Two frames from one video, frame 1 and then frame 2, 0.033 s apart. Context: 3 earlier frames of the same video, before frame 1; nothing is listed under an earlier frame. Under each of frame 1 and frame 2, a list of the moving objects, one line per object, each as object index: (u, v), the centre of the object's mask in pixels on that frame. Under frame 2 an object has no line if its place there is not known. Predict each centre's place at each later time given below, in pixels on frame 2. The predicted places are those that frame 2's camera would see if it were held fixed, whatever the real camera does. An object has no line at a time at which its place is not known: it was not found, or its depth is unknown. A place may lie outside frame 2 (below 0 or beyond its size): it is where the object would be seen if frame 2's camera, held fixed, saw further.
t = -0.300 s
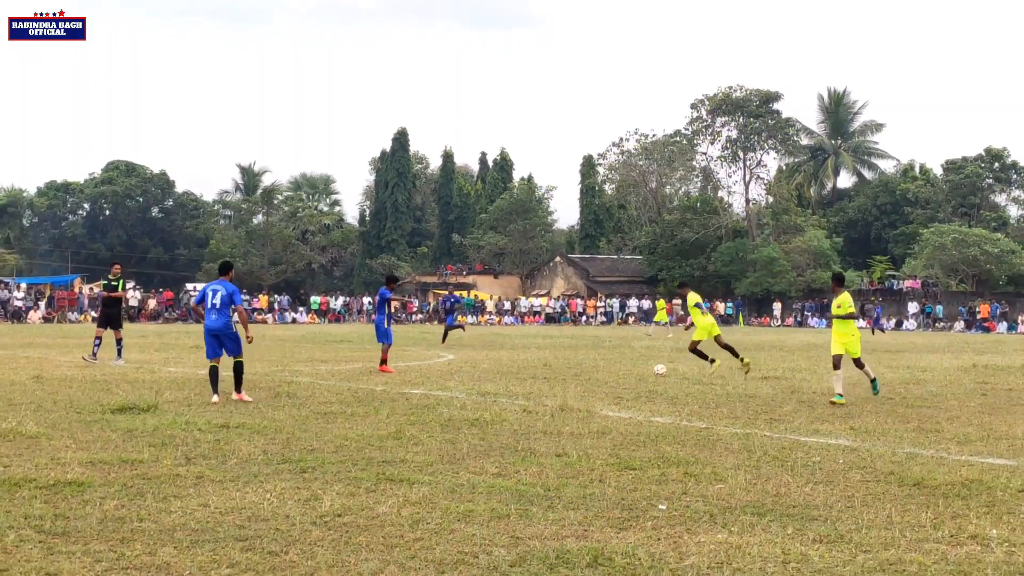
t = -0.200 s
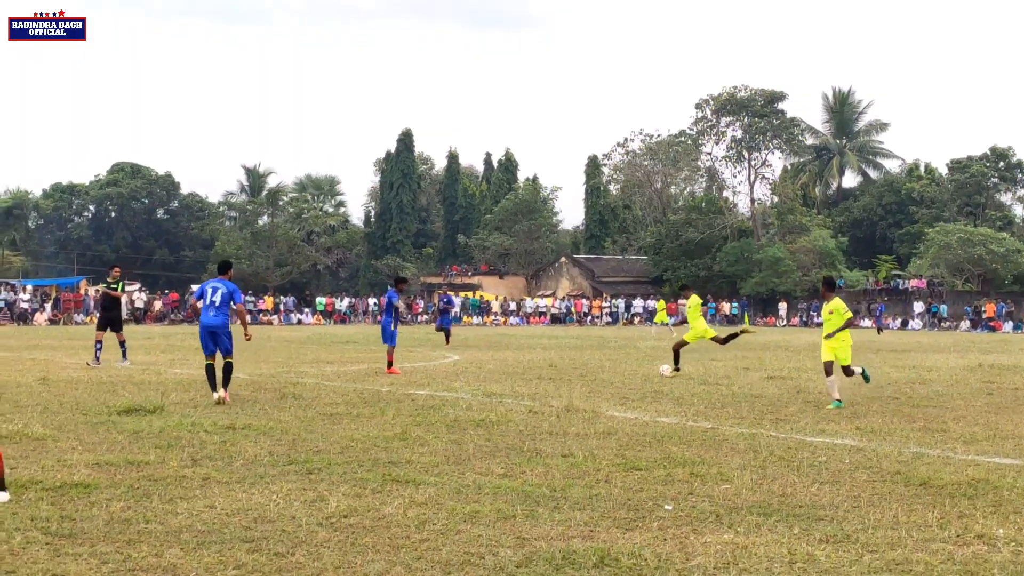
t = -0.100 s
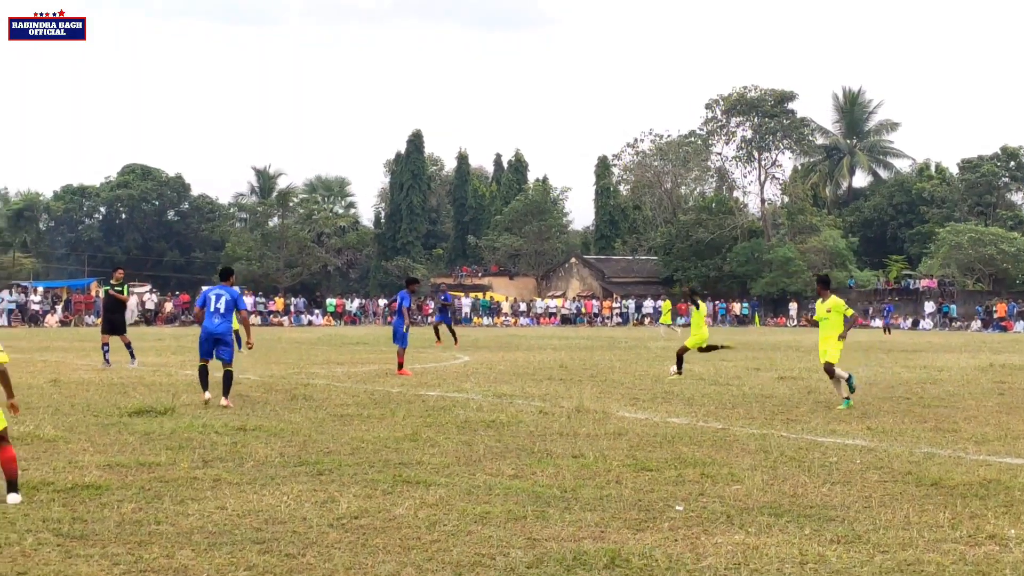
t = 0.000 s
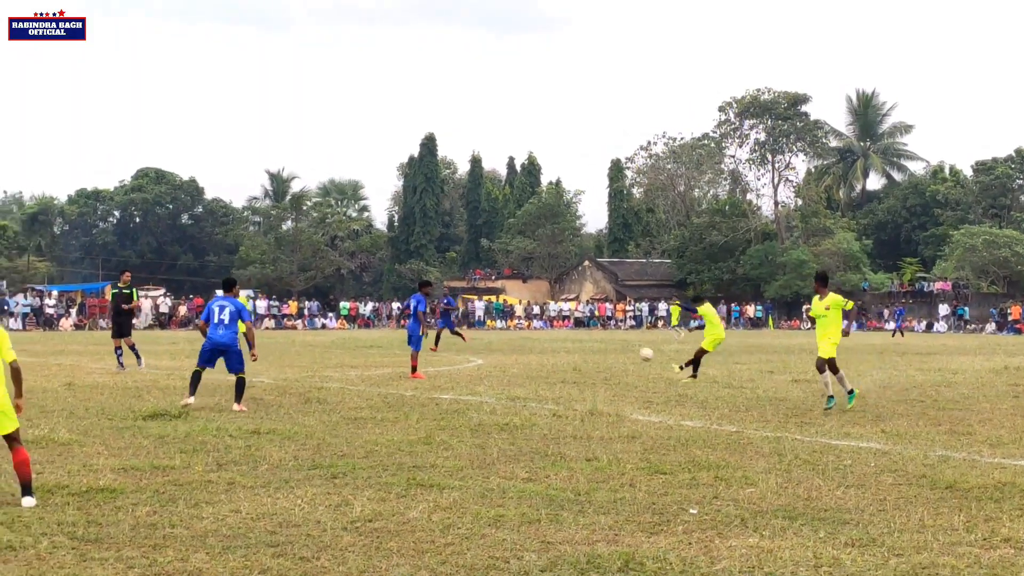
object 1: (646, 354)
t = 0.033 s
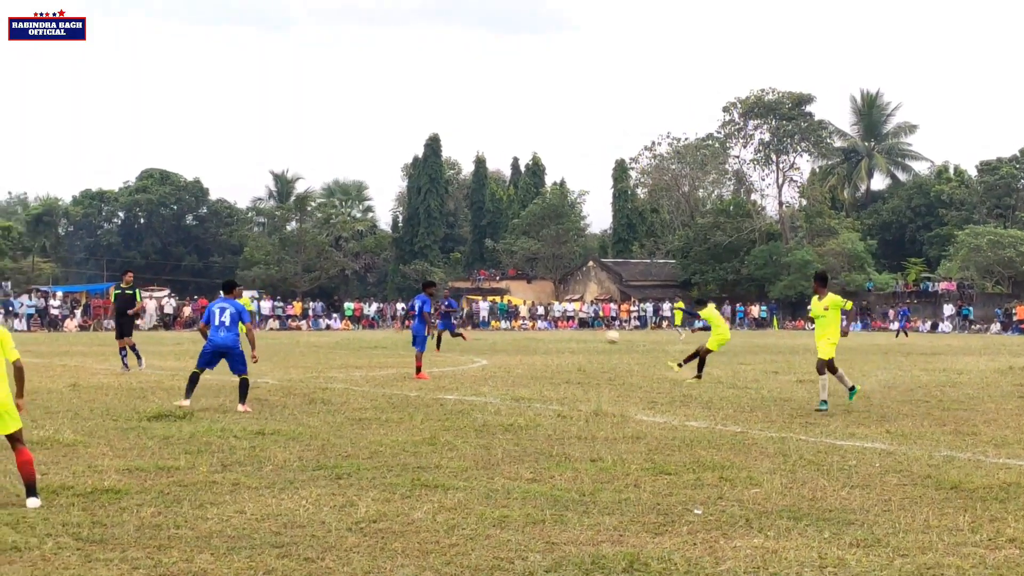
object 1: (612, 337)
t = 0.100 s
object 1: (534, 302)
